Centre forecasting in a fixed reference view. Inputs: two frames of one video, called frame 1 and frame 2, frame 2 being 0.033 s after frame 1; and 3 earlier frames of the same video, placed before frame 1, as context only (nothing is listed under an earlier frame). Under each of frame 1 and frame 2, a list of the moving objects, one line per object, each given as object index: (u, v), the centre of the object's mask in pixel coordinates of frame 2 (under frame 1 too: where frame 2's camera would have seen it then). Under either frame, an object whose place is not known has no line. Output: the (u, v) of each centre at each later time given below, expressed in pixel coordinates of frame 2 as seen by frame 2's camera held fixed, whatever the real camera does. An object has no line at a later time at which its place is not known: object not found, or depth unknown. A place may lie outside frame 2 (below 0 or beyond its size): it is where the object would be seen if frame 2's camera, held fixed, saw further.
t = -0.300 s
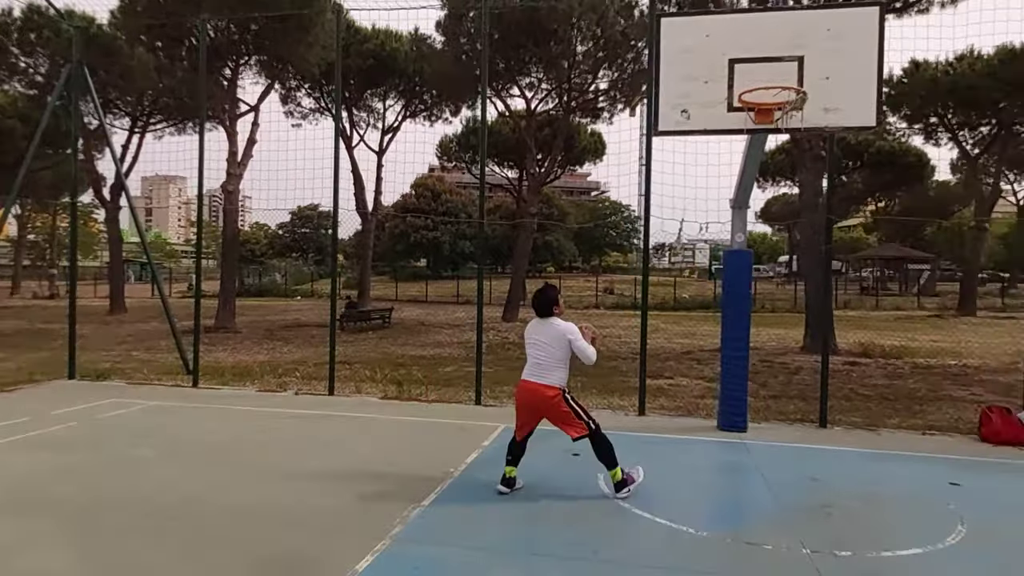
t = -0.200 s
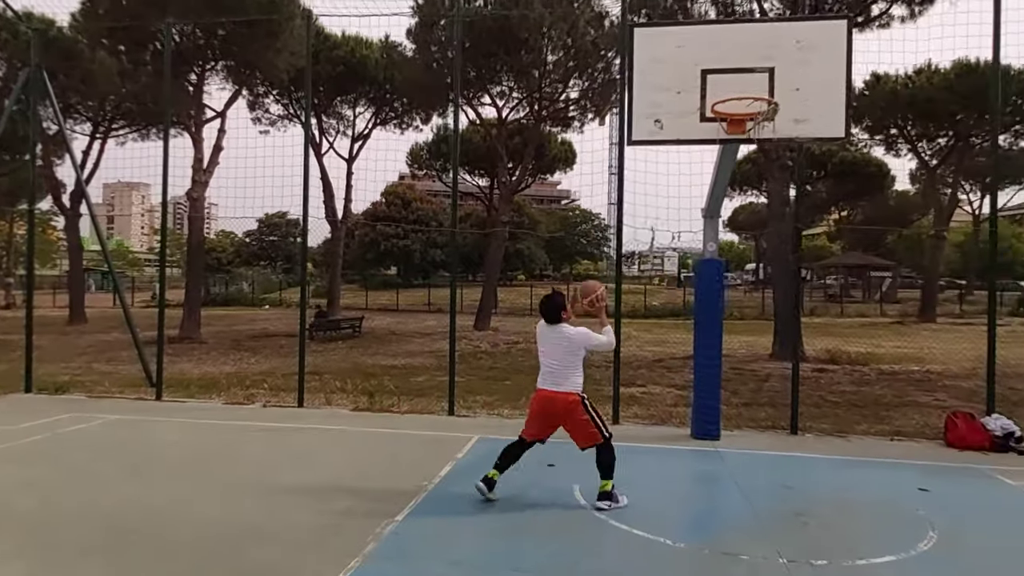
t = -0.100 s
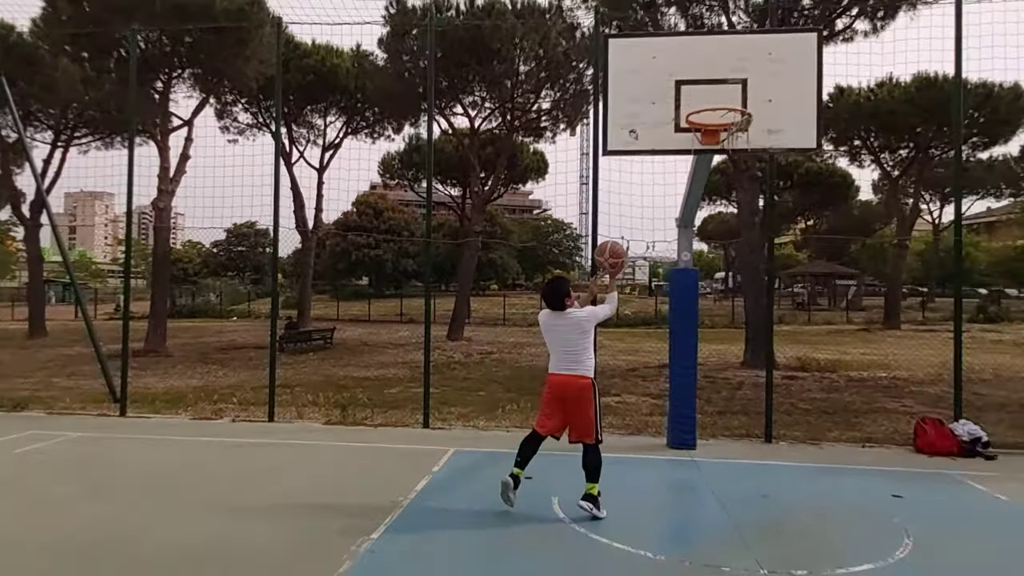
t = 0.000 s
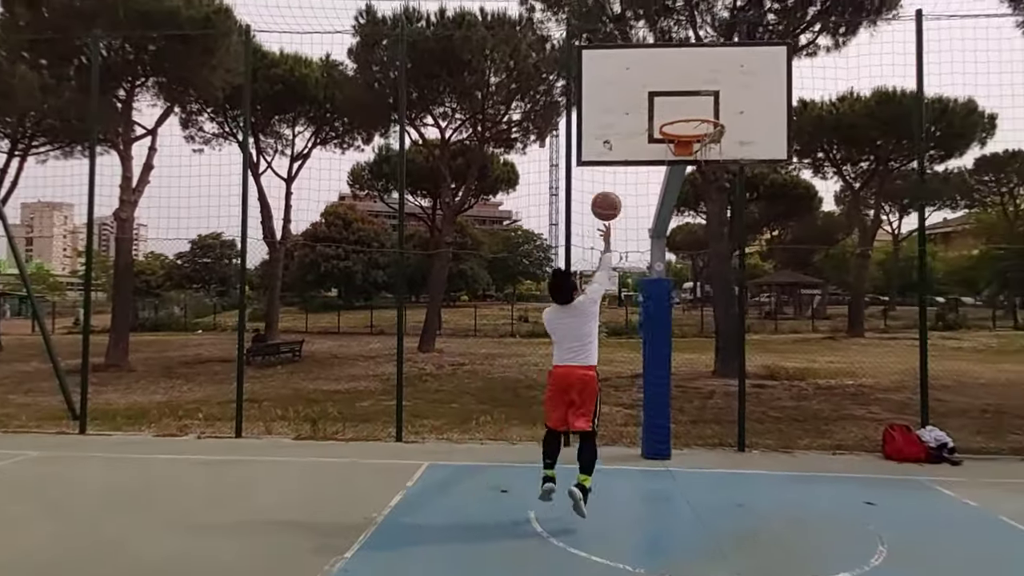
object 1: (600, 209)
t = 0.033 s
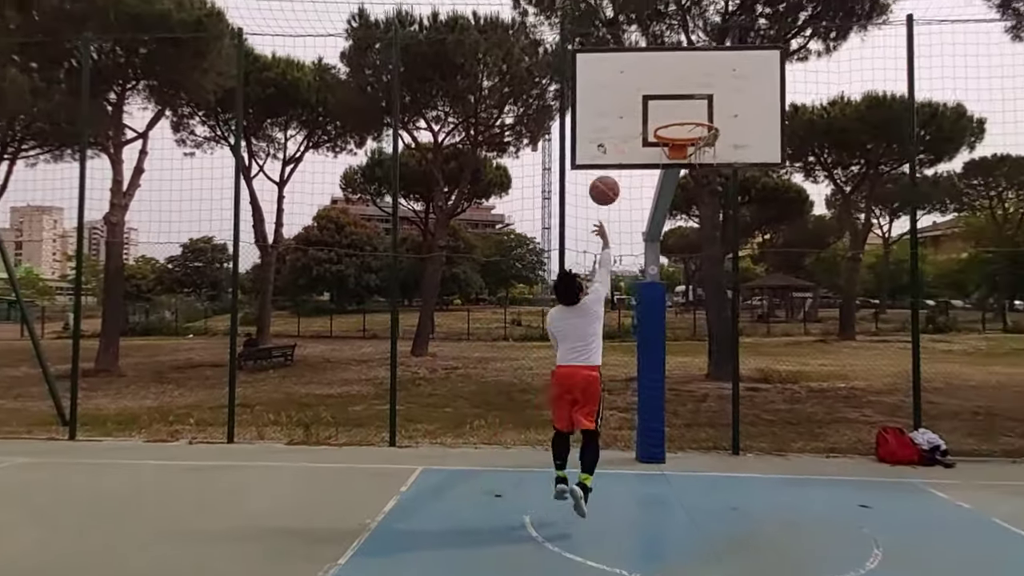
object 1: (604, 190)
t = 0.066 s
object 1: (608, 173)
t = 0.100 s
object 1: (612, 157)
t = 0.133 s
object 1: (617, 143)
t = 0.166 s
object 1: (622, 130)
